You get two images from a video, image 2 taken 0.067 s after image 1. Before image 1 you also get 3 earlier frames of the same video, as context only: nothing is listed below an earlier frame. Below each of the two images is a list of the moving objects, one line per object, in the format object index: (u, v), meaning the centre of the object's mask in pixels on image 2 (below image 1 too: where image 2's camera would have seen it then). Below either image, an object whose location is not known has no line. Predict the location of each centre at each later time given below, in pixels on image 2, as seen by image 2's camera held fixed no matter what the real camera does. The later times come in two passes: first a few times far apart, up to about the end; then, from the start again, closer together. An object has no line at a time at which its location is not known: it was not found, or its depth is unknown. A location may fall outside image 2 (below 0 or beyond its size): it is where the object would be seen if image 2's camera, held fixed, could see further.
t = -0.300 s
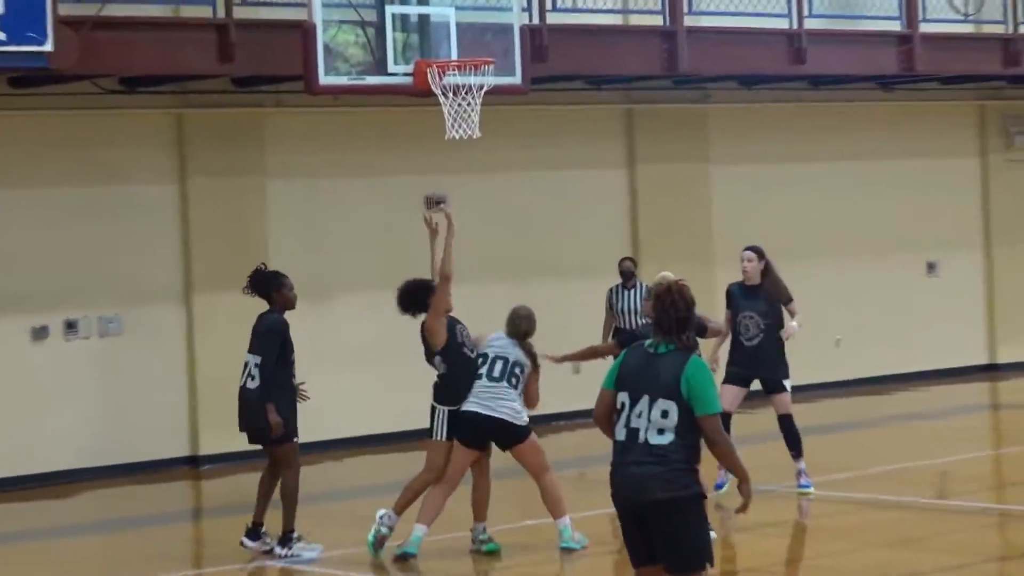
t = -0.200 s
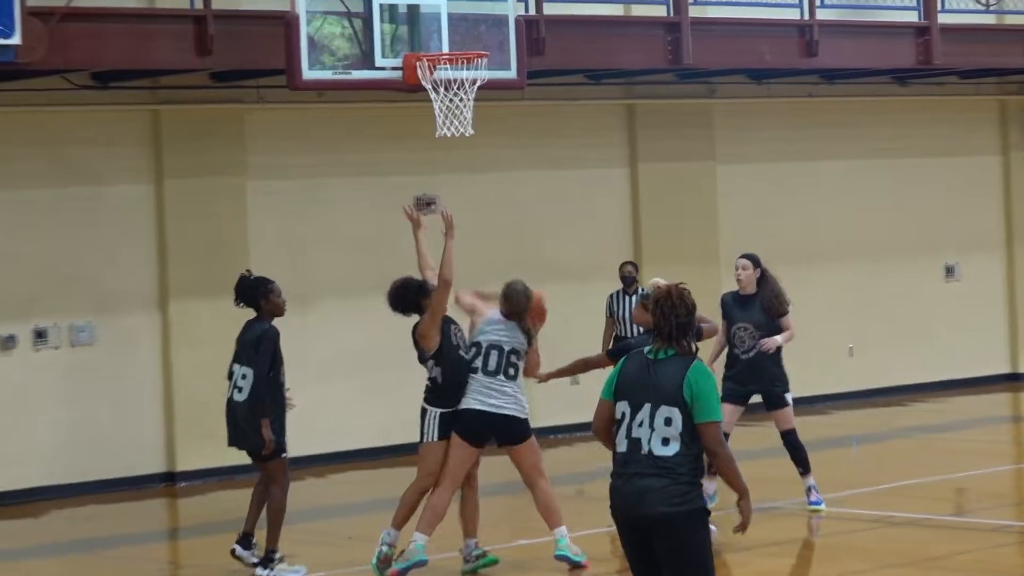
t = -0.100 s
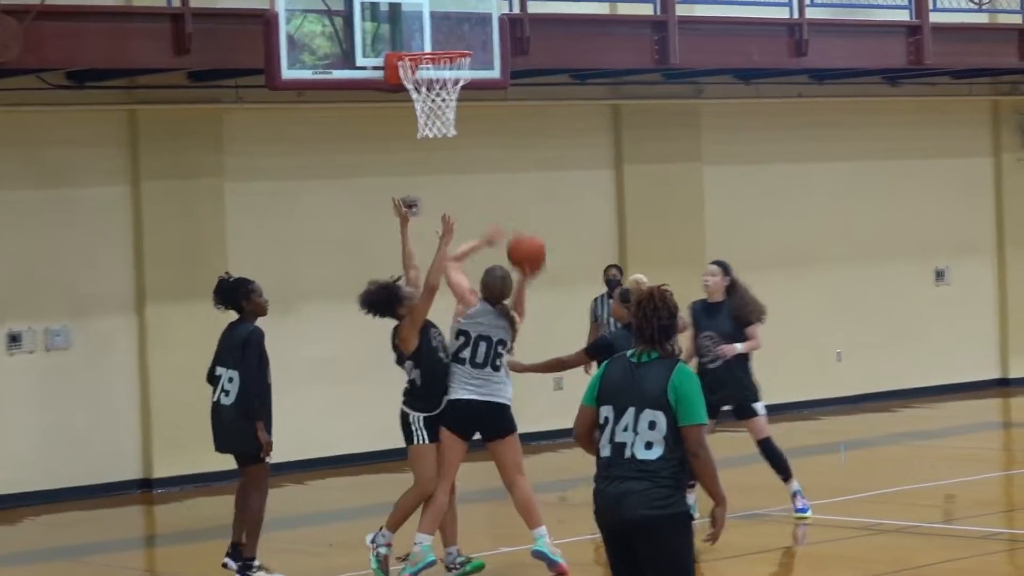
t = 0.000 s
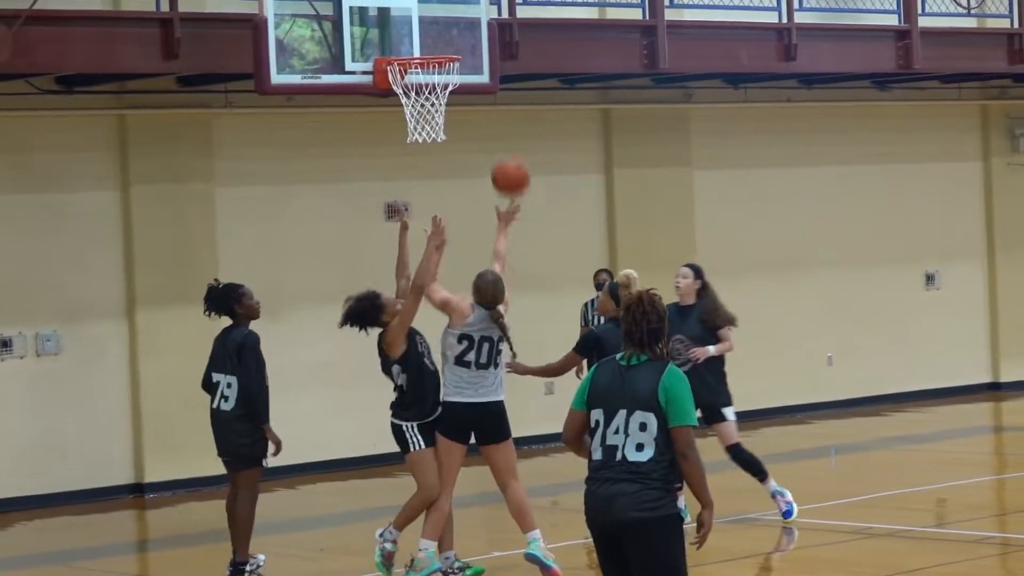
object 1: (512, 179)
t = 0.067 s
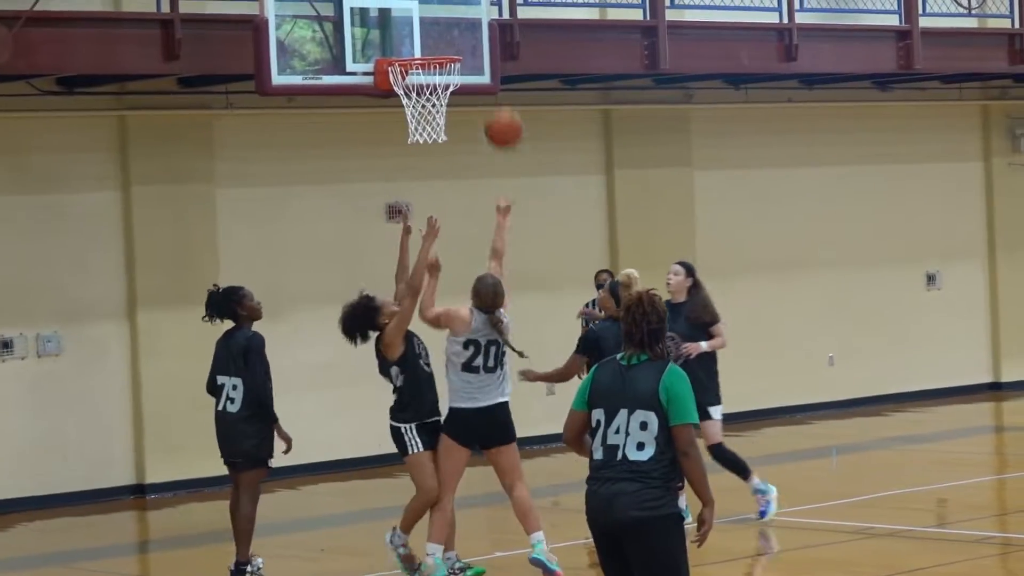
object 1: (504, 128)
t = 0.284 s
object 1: (481, 24)
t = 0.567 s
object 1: (454, 4)
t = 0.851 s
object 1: (413, 70)
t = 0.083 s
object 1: (502, 117)
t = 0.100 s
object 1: (499, 107)
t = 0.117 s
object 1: (498, 97)
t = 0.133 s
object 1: (496, 86)
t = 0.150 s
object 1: (495, 78)
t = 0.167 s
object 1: (493, 70)
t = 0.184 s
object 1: (491, 62)
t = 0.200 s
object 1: (489, 55)
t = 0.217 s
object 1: (487, 48)
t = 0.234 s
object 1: (486, 41)
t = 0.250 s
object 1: (484, 35)
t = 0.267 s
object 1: (483, 29)
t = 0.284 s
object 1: (481, 24)
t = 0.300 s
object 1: (478, 19)
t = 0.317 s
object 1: (477, 15)
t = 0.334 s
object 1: (475, 11)
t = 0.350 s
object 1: (473, 8)
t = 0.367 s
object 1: (472, 5)
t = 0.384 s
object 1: (470, 3)
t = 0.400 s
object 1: (468, 2)
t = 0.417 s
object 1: (467, 0)
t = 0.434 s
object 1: (466, -1)
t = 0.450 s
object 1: (464, -1)
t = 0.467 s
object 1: (462, -2)
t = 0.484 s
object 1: (461, -2)
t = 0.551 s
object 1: (456, 2)
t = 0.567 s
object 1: (454, 4)
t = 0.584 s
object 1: (452, 7)
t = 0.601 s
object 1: (451, 10)
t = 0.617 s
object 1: (450, 14)
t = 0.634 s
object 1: (449, 18)
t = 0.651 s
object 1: (448, 22)
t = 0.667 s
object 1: (447, 27)
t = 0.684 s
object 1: (445, 32)
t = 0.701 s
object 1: (444, 36)
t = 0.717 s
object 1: (443, 40)
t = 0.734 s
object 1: (441, 44)
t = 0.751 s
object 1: (438, 46)
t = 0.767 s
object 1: (433, 46)
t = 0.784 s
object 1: (430, 47)
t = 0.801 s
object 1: (425, 55)
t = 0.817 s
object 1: (422, 60)
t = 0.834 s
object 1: (416, 66)
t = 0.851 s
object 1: (413, 70)
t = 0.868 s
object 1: (412, 73)
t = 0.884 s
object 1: (412, 75)
